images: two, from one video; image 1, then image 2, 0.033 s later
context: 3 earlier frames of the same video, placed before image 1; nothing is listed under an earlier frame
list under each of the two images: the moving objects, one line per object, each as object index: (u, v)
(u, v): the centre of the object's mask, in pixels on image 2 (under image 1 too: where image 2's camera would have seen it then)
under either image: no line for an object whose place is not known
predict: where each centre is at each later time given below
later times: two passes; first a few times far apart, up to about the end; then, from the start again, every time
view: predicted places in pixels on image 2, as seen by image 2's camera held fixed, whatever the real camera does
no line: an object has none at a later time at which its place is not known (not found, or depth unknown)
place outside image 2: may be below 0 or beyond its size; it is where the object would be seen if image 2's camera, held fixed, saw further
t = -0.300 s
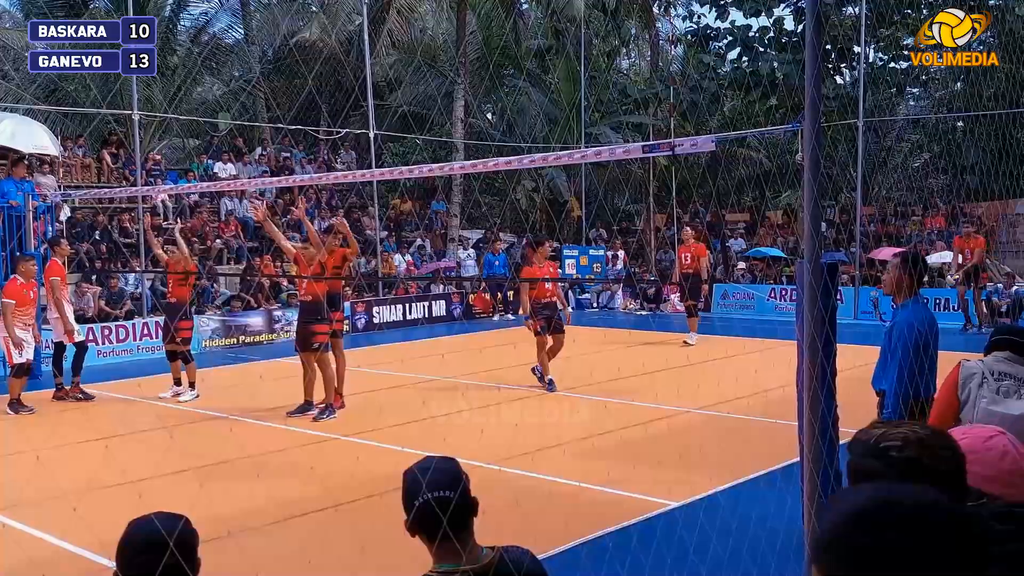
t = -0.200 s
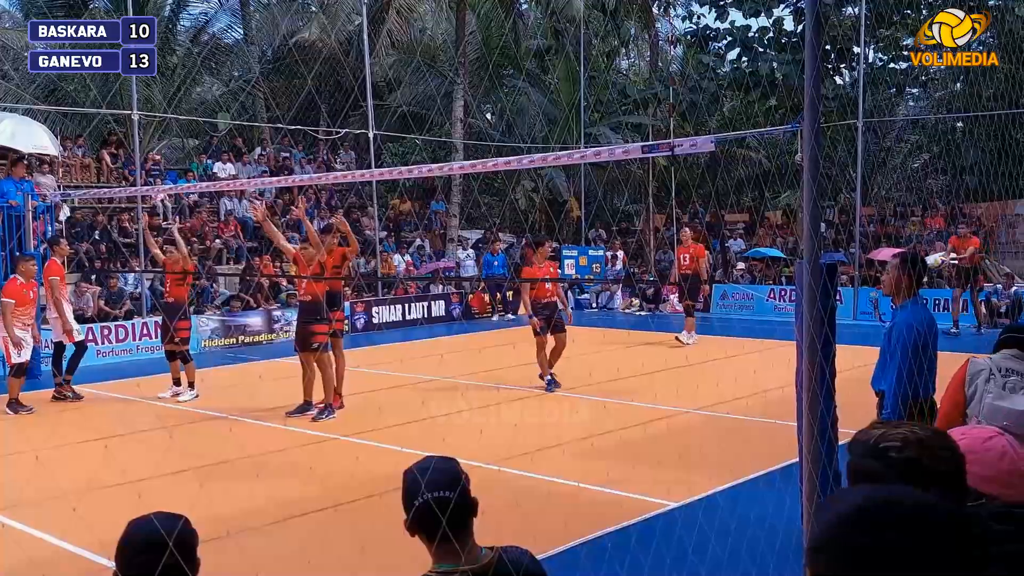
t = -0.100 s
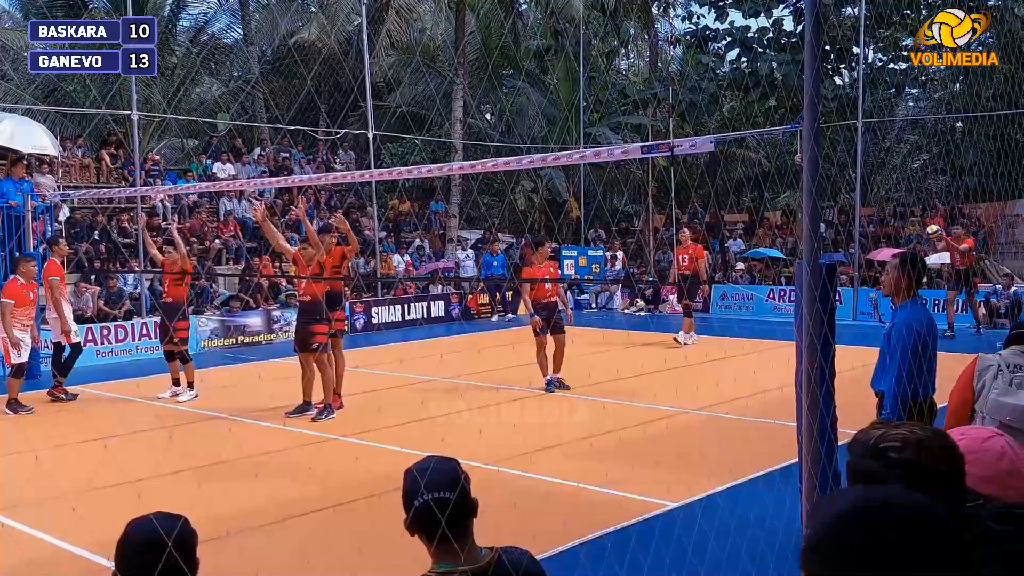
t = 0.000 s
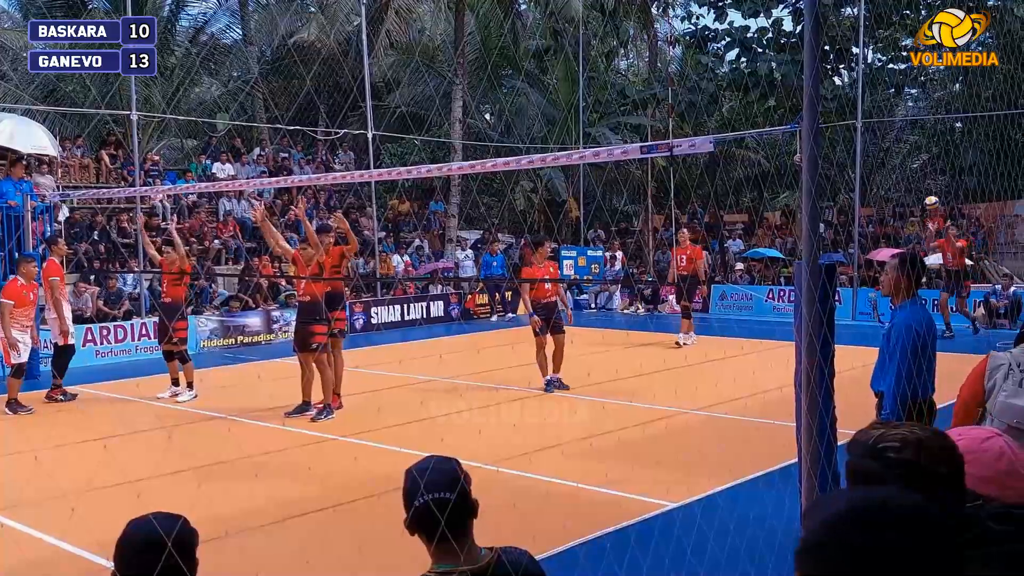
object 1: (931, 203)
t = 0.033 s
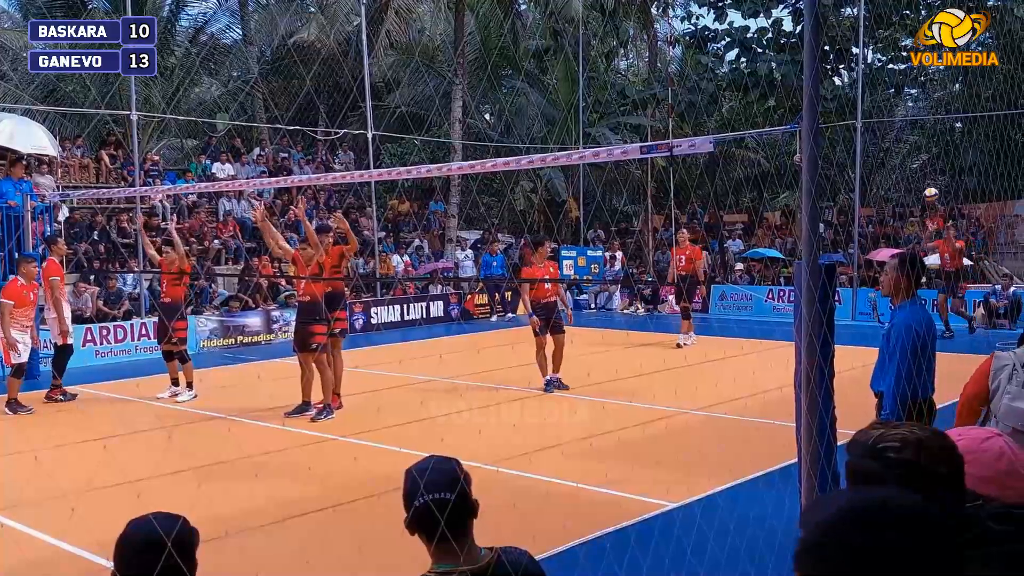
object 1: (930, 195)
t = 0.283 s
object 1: (928, 156)
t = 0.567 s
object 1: (924, 160)
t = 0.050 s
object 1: (930, 191)
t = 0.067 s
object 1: (930, 188)
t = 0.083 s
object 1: (930, 184)
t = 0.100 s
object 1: (930, 180)
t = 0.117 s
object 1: (929, 177)
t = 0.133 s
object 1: (929, 174)
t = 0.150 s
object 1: (929, 171)
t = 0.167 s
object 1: (929, 168)
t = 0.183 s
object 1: (929, 166)
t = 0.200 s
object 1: (929, 164)
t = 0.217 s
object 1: (928, 162)
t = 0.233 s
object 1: (928, 160)
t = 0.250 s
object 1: (928, 158)
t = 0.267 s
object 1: (928, 157)
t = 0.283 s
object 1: (928, 156)
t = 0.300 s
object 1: (927, 154)
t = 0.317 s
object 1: (927, 153)
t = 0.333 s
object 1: (927, 152)
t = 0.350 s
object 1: (927, 152)
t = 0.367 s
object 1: (927, 151)
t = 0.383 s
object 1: (927, 151)
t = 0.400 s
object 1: (926, 151)
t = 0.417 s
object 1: (927, 151)
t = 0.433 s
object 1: (926, 151)
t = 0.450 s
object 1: (926, 151)
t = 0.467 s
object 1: (925, 153)
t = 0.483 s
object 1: (925, 153)
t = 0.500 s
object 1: (925, 154)
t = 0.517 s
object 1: (925, 155)
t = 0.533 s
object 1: (924, 157)
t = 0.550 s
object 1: (924, 158)
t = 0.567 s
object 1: (924, 160)
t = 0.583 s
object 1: (924, 162)
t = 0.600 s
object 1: (923, 164)
